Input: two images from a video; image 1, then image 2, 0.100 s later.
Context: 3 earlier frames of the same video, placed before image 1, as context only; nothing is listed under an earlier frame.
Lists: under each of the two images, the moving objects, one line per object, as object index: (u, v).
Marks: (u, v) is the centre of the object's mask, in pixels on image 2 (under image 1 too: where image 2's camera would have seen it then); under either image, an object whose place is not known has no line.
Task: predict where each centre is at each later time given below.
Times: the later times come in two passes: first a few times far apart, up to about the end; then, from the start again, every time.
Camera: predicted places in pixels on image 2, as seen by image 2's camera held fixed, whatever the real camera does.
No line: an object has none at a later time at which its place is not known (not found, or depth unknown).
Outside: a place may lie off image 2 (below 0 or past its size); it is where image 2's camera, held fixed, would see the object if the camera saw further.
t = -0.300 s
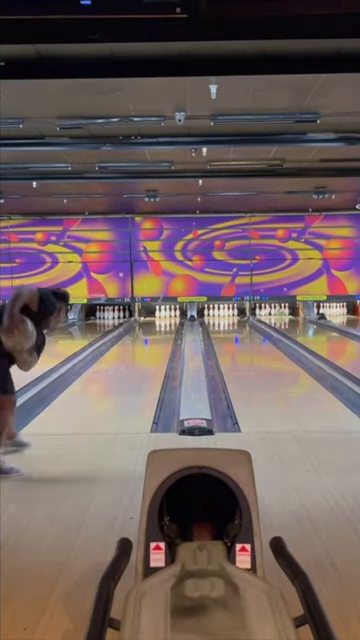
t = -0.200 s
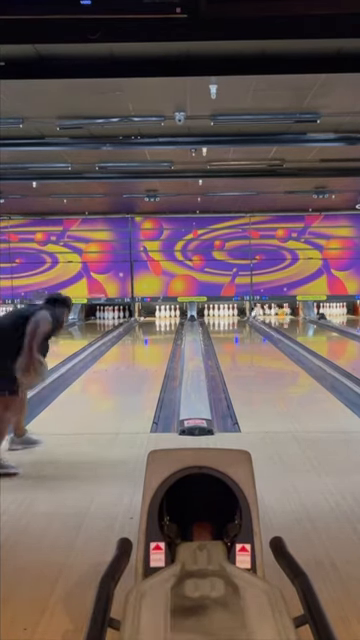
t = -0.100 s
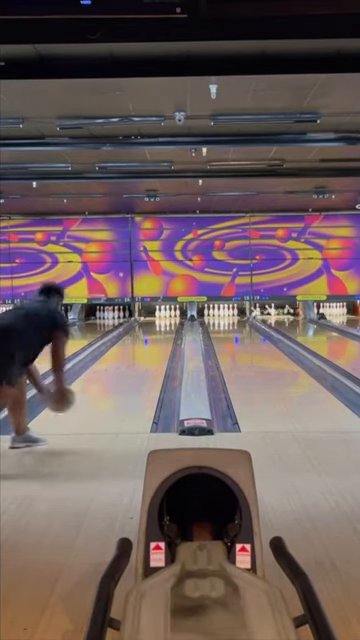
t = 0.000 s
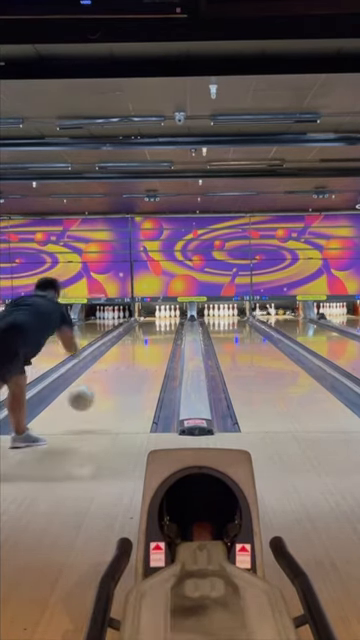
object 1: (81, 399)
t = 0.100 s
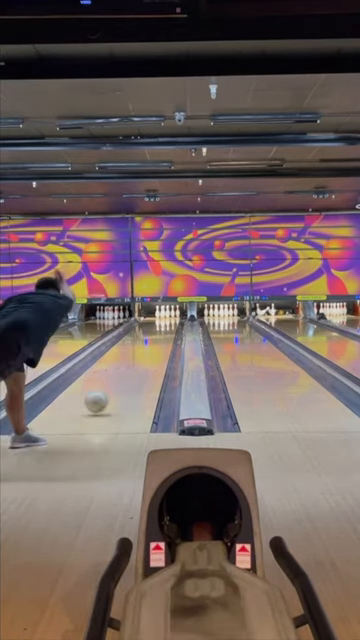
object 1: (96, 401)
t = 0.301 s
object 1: (118, 384)
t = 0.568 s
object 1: (139, 364)
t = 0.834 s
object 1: (153, 350)
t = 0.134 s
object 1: (100, 400)
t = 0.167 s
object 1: (105, 397)
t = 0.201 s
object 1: (109, 393)
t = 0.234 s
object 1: (112, 391)
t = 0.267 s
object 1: (115, 387)
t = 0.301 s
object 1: (118, 384)
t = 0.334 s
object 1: (121, 382)
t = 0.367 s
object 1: (124, 378)
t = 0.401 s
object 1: (126, 377)
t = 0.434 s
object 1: (130, 373)
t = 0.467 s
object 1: (132, 371)
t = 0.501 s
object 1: (135, 368)
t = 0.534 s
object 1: (137, 367)
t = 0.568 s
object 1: (139, 364)
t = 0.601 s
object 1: (141, 362)
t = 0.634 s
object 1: (143, 360)
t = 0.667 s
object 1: (144, 358)
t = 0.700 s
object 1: (146, 357)
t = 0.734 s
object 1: (148, 356)
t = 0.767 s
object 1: (150, 355)
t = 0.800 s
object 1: (151, 354)
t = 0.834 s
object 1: (153, 350)
